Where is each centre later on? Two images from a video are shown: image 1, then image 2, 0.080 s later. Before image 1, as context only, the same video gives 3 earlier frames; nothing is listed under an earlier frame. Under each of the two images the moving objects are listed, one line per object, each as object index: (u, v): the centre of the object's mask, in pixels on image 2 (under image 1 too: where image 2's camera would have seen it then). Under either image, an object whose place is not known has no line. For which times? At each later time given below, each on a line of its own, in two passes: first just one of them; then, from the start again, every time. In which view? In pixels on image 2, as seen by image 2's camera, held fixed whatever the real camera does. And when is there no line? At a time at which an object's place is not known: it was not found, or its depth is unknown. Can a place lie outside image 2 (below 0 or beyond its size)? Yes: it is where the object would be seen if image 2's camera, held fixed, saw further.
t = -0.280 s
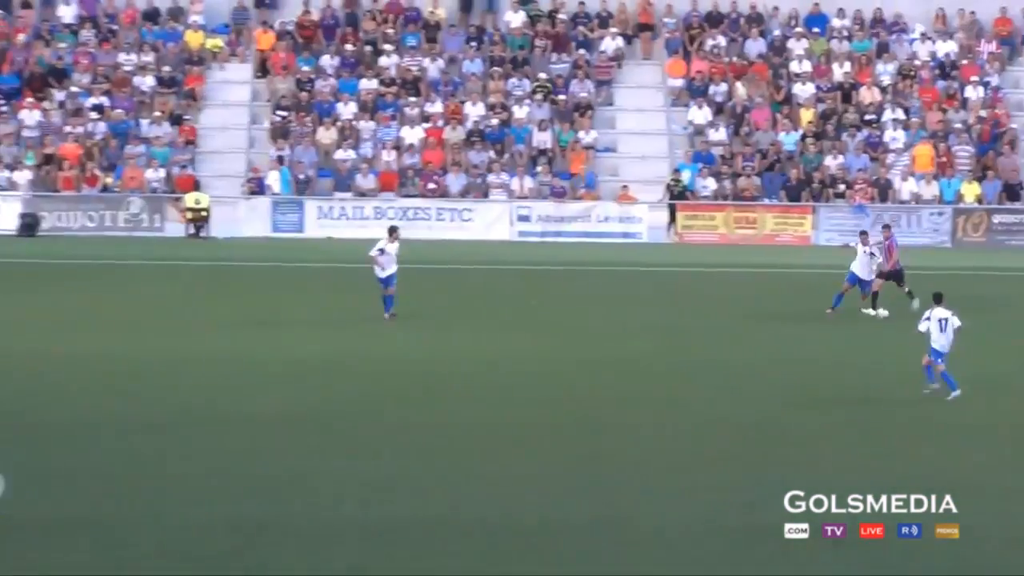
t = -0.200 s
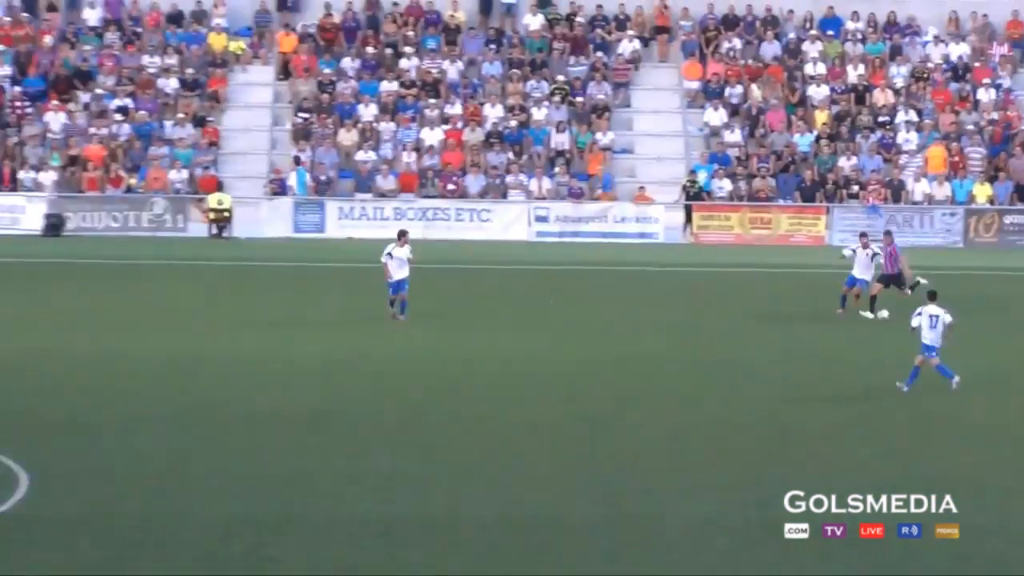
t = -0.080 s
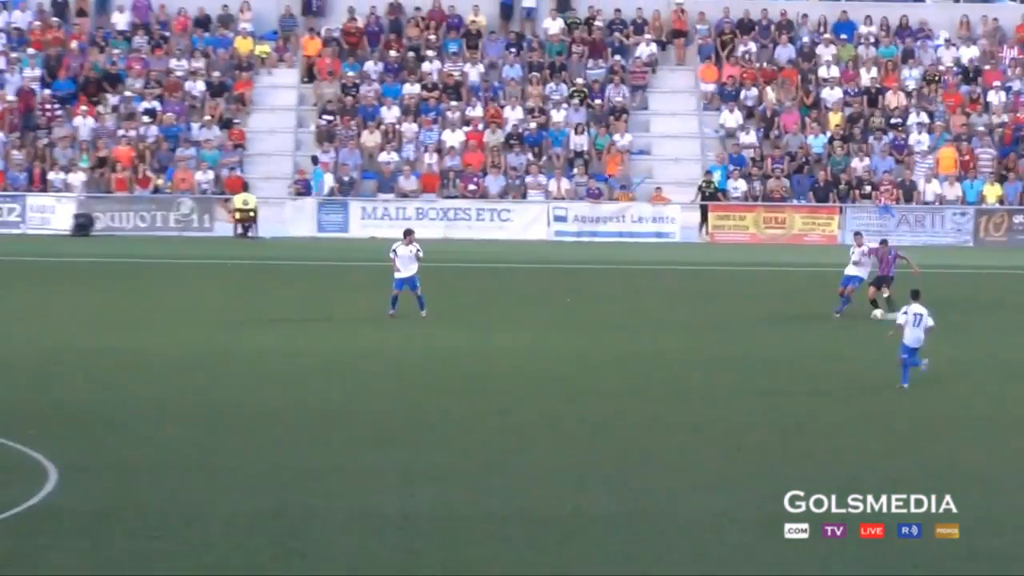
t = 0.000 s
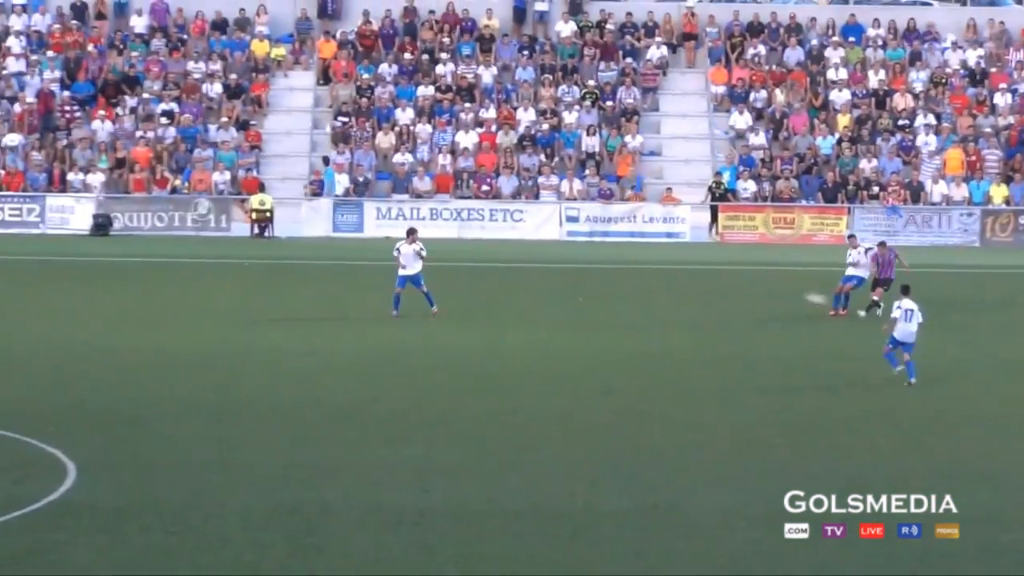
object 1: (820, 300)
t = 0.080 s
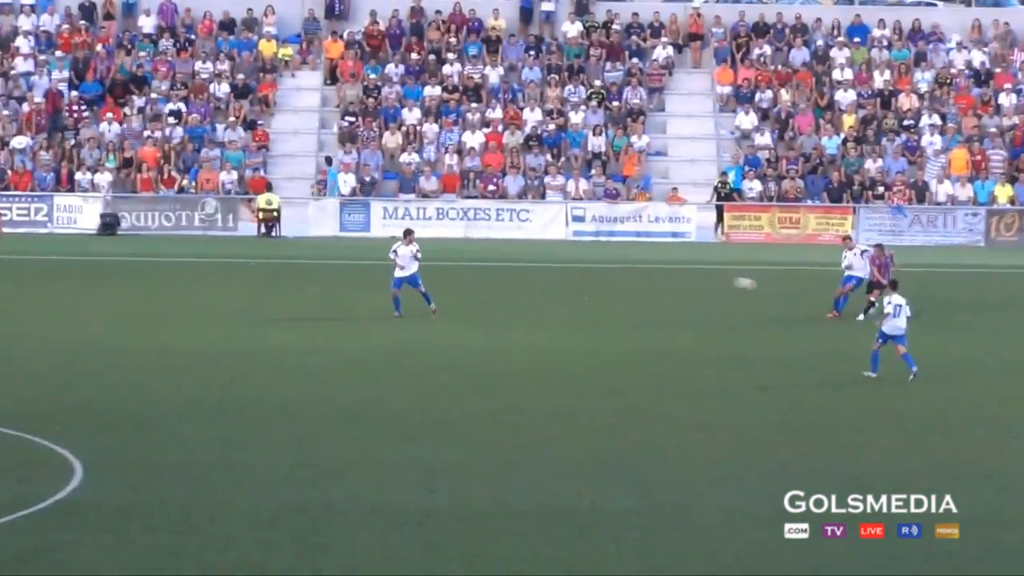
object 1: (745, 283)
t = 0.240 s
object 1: (596, 263)
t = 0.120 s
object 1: (706, 277)
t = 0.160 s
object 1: (669, 271)
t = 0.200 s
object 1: (632, 266)
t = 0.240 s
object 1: (596, 263)
